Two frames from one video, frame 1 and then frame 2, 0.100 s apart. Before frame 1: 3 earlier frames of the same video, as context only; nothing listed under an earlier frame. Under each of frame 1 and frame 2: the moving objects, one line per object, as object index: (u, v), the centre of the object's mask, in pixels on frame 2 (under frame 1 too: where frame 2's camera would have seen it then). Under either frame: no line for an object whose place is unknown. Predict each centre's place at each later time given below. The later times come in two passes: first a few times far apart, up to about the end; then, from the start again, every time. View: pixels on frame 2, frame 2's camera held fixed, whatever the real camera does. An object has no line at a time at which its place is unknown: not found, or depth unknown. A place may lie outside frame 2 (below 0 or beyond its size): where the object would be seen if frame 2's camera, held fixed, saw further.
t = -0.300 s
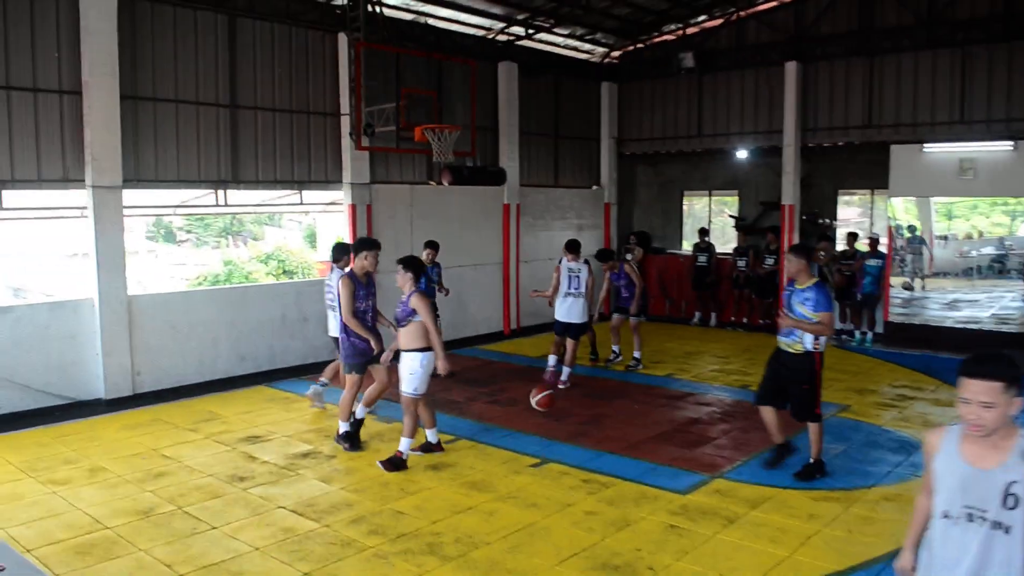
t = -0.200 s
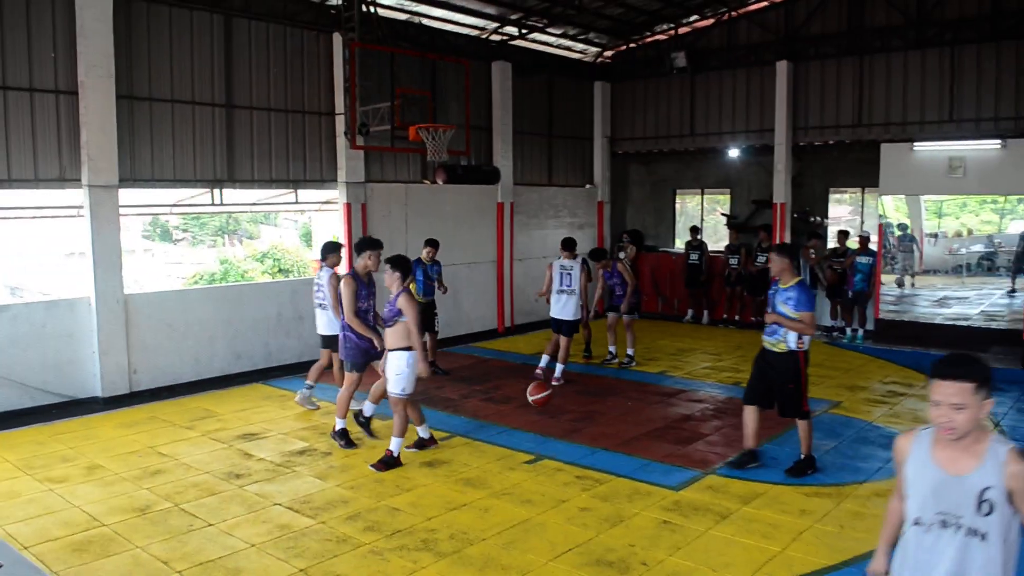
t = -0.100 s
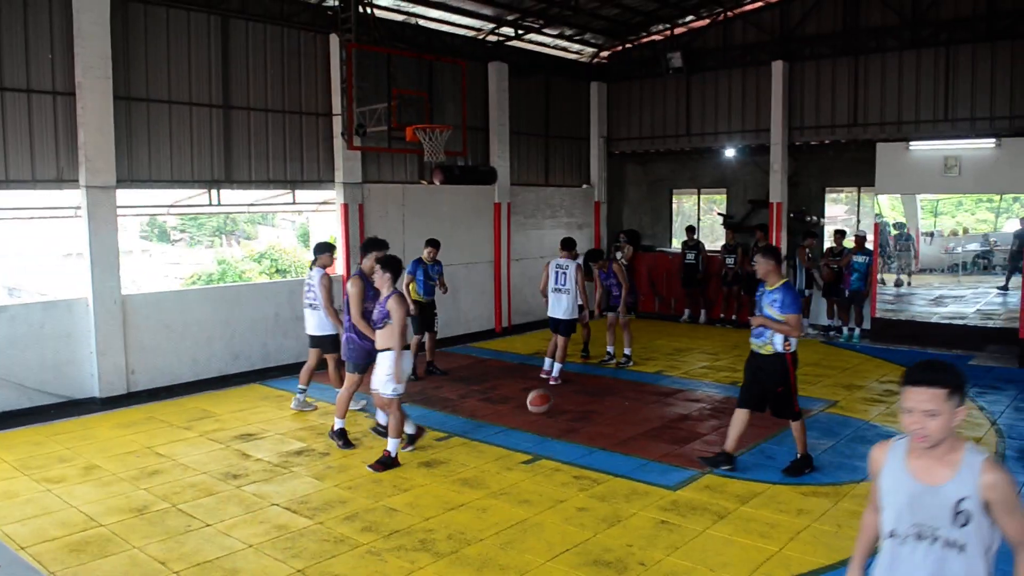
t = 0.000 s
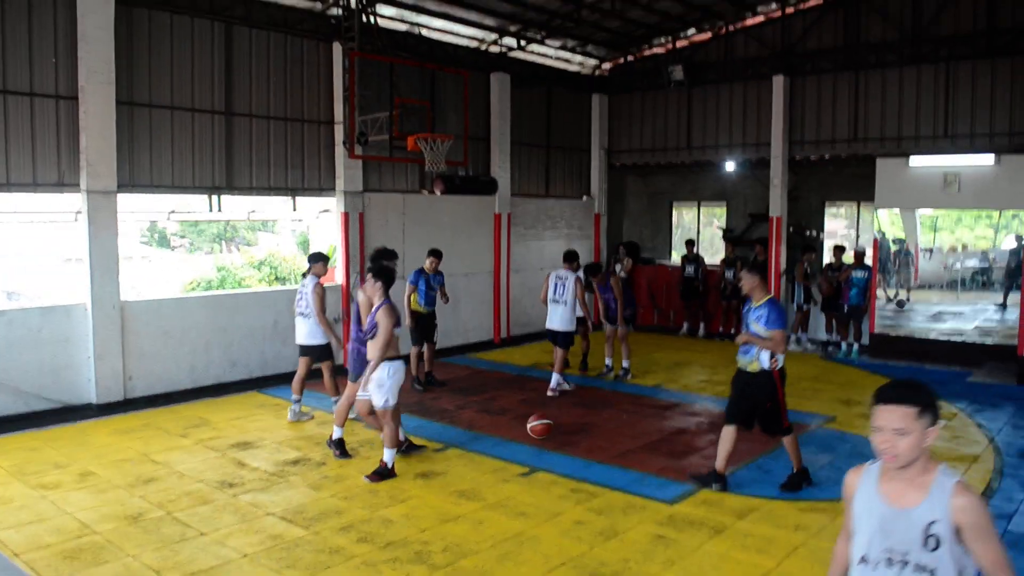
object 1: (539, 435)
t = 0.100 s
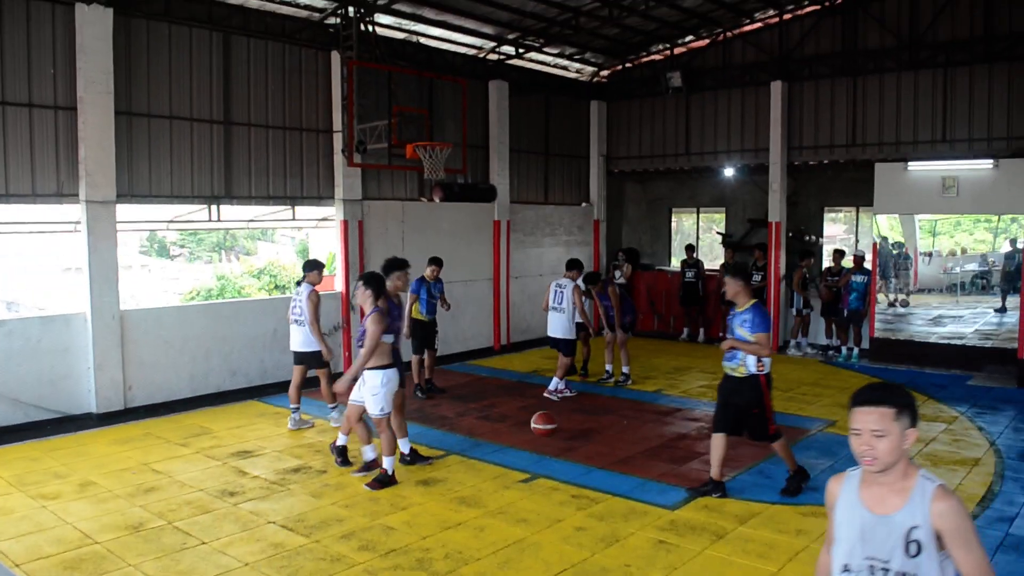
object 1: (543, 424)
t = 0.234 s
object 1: (547, 430)
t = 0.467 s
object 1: (555, 435)
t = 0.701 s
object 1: (564, 442)
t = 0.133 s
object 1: (545, 423)
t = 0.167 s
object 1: (546, 424)
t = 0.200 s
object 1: (546, 426)
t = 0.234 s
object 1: (547, 430)
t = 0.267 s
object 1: (549, 435)
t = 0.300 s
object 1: (549, 440)
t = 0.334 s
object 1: (550, 441)
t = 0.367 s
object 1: (551, 438)
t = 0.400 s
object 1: (552, 435)
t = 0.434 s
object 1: (554, 435)
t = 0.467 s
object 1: (555, 435)
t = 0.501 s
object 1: (556, 436)
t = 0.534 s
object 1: (558, 440)
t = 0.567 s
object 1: (559, 443)
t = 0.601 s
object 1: (560, 447)
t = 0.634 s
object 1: (561, 445)
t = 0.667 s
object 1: (563, 444)
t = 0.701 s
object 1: (564, 442)
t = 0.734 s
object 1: (565, 441)
